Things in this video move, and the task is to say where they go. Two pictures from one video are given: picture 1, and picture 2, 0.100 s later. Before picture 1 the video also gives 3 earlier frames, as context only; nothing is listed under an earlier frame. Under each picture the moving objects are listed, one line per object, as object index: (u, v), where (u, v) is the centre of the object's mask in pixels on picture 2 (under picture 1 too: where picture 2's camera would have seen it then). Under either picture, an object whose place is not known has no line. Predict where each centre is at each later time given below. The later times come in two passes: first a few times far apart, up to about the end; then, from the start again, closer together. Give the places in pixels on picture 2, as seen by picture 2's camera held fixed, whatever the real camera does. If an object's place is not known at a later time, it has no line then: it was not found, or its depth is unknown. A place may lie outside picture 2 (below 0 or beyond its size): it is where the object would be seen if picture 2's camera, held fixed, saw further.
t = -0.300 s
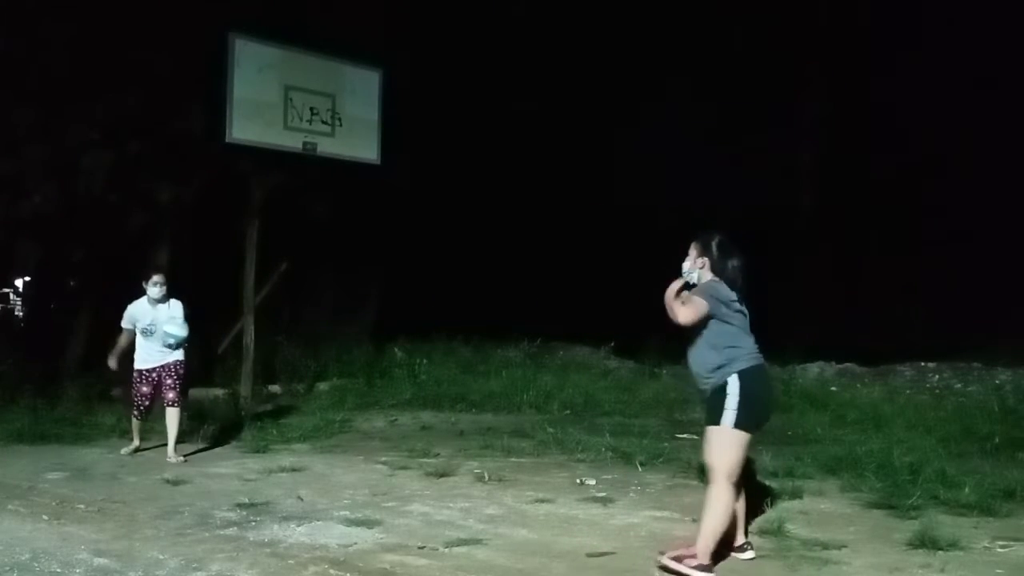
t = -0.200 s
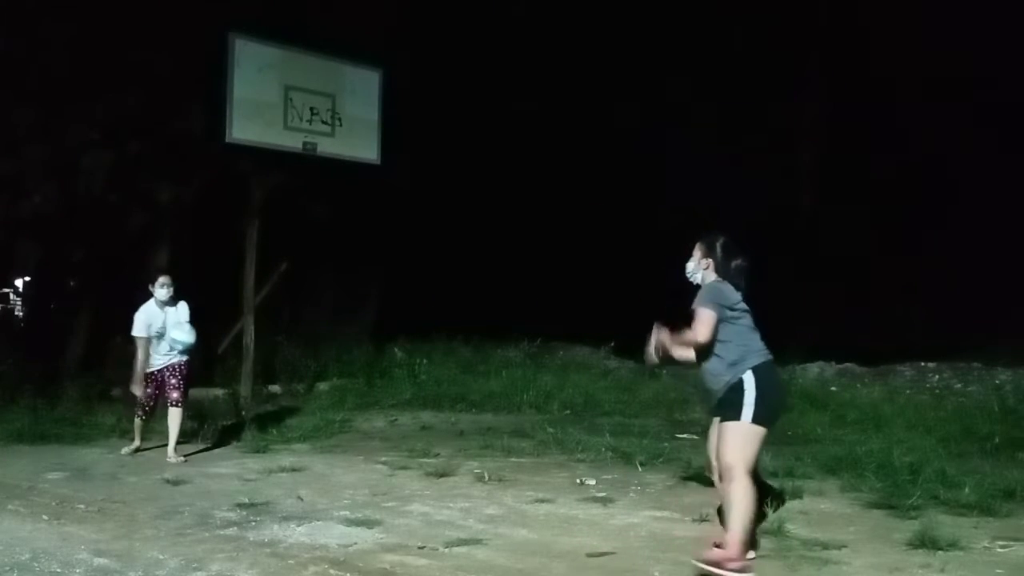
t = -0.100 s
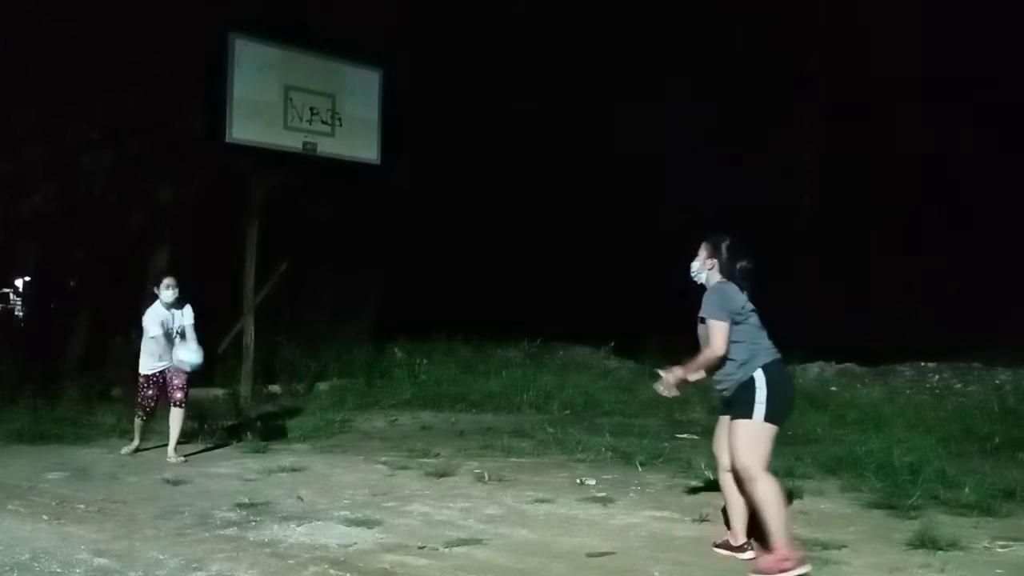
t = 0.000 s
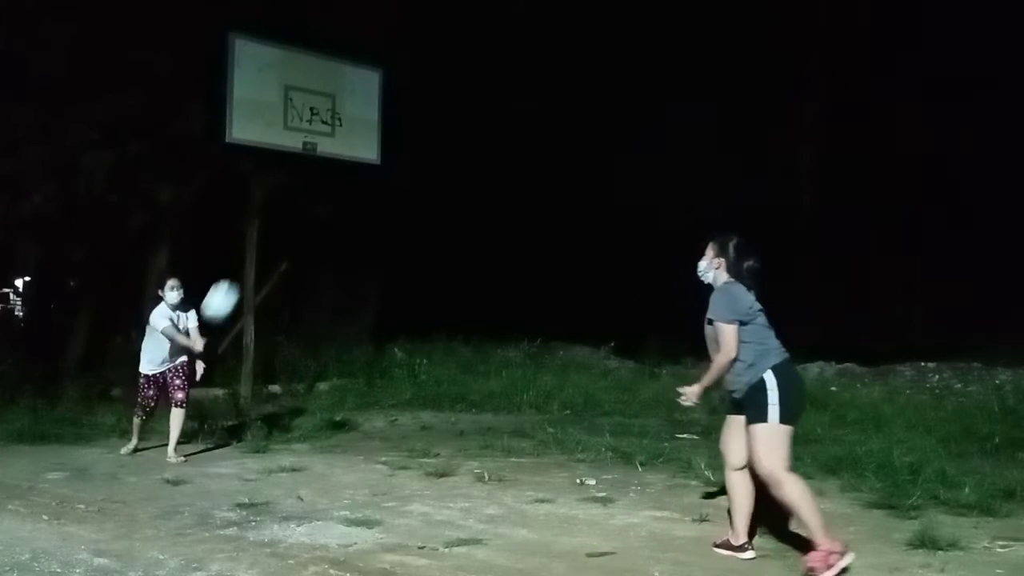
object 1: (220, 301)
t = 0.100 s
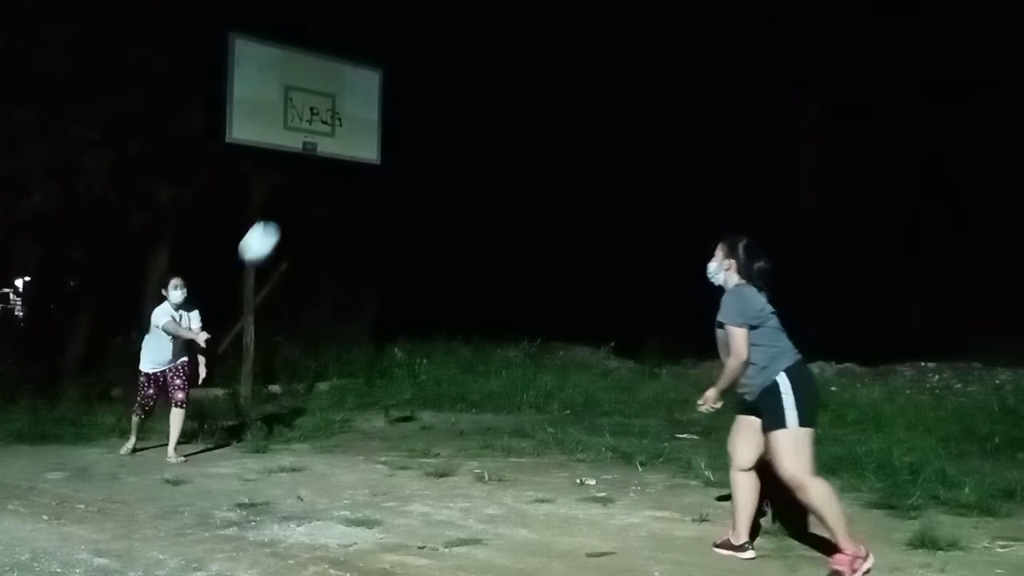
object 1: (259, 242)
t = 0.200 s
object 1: (302, 192)
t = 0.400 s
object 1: (405, 128)
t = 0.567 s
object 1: (512, 126)
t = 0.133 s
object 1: (273, 224)
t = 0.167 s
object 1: (287, 208)
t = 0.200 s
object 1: (302, 192)
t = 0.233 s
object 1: (318, 178)
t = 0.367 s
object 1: (387, 135)
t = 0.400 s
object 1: (405, 128)
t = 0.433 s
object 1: (425, 124)
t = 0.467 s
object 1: (445, 121)
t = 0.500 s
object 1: (466, 120)
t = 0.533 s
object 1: (489, 122)
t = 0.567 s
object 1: (512, 126)
